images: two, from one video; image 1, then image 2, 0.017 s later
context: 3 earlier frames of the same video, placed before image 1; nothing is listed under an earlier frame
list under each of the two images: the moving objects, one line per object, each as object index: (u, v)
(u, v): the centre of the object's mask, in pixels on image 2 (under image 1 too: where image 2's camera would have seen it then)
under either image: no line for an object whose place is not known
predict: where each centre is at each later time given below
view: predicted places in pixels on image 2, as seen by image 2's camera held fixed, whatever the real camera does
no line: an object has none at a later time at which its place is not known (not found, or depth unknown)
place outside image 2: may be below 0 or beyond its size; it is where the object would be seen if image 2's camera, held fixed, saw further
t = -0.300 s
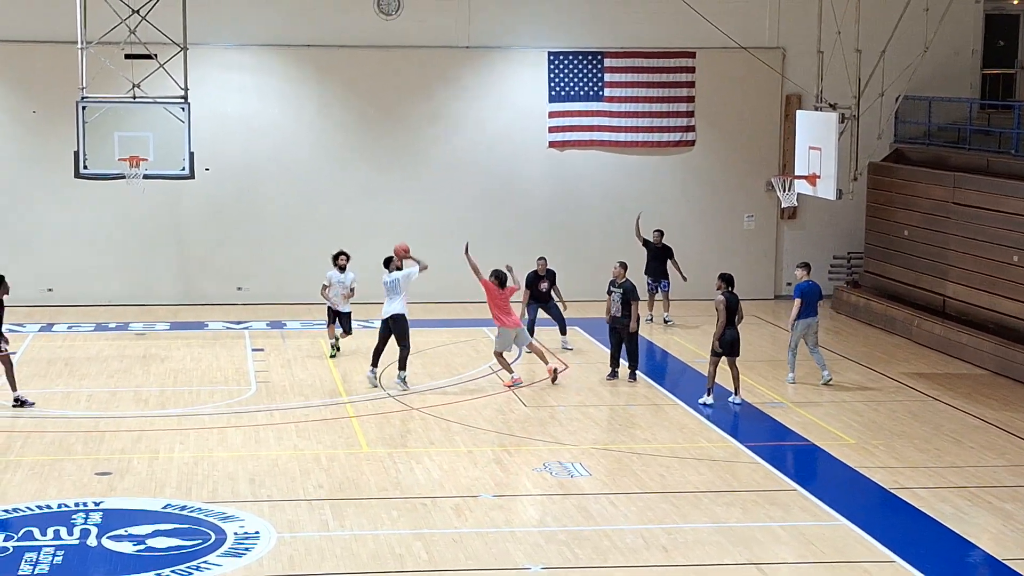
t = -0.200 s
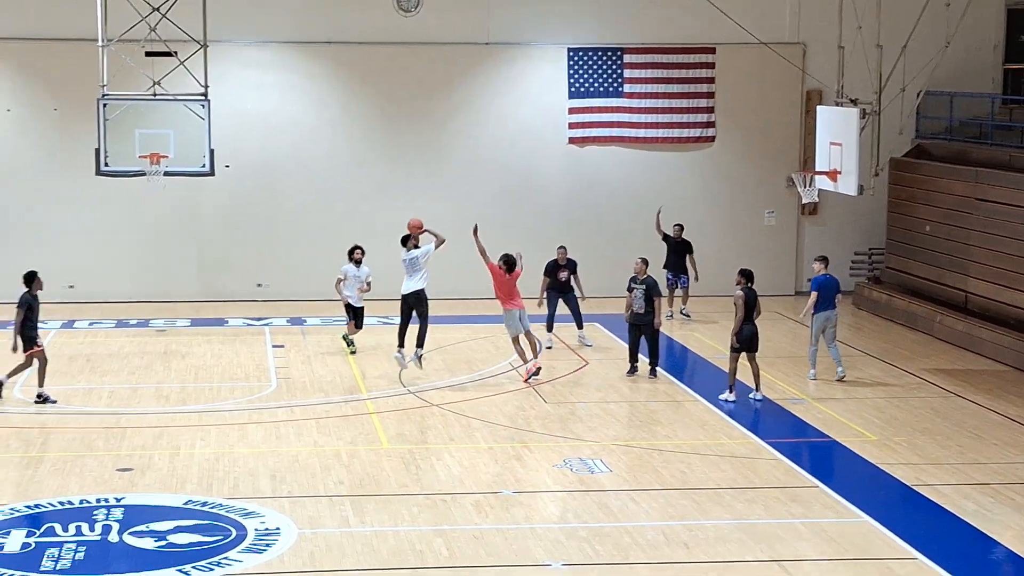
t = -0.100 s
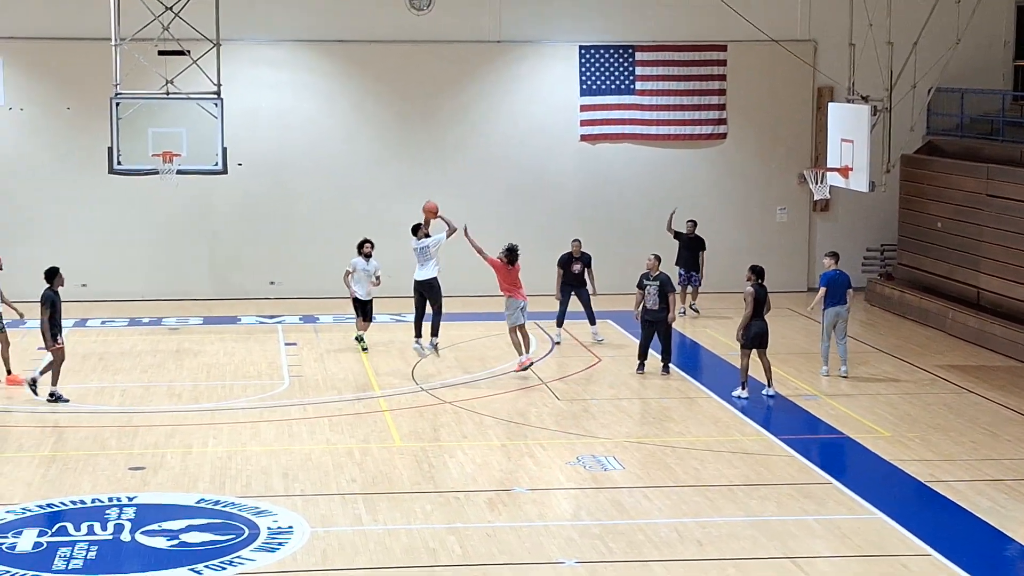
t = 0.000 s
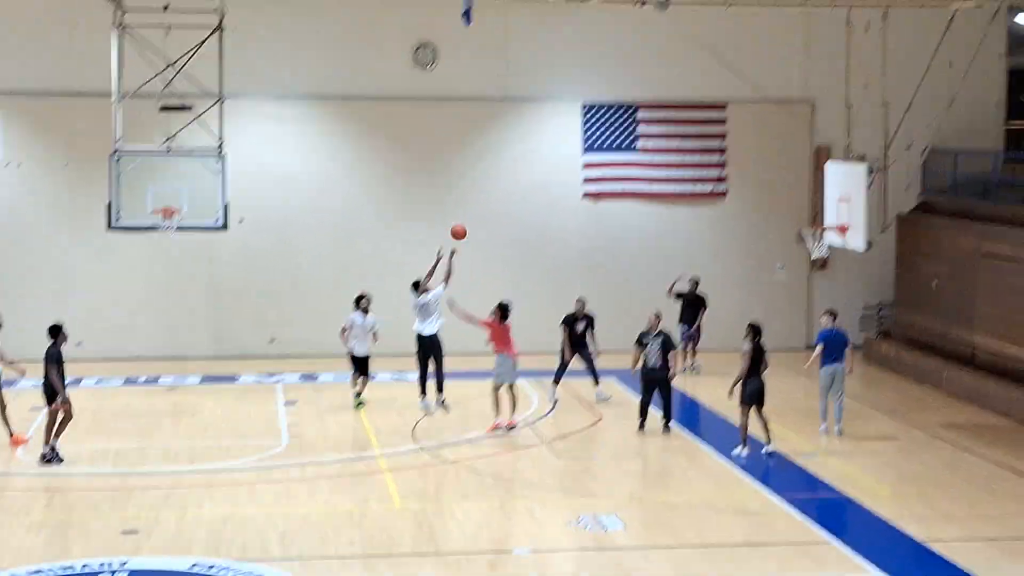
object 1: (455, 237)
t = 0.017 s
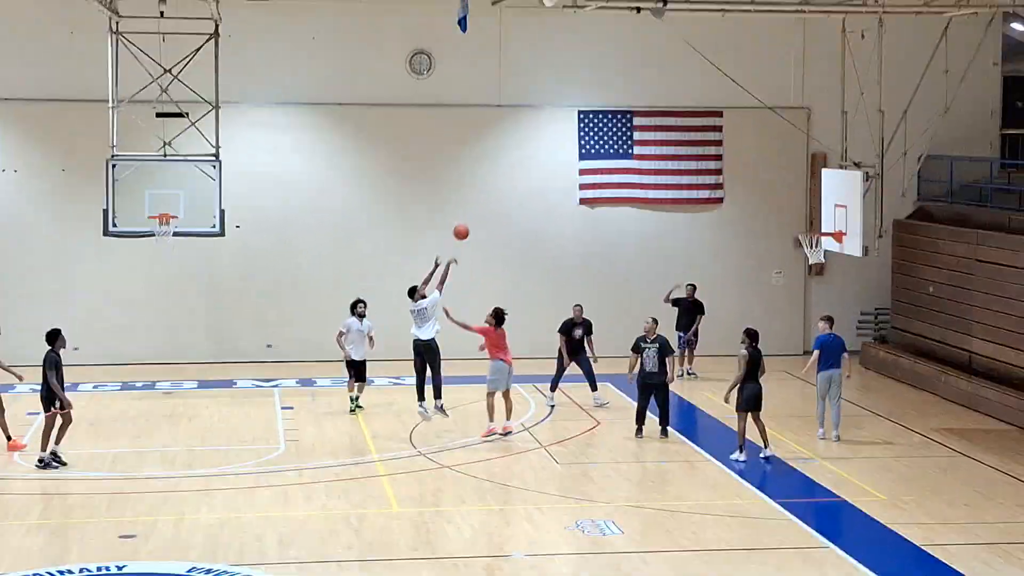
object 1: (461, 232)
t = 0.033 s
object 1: (467, 226)
